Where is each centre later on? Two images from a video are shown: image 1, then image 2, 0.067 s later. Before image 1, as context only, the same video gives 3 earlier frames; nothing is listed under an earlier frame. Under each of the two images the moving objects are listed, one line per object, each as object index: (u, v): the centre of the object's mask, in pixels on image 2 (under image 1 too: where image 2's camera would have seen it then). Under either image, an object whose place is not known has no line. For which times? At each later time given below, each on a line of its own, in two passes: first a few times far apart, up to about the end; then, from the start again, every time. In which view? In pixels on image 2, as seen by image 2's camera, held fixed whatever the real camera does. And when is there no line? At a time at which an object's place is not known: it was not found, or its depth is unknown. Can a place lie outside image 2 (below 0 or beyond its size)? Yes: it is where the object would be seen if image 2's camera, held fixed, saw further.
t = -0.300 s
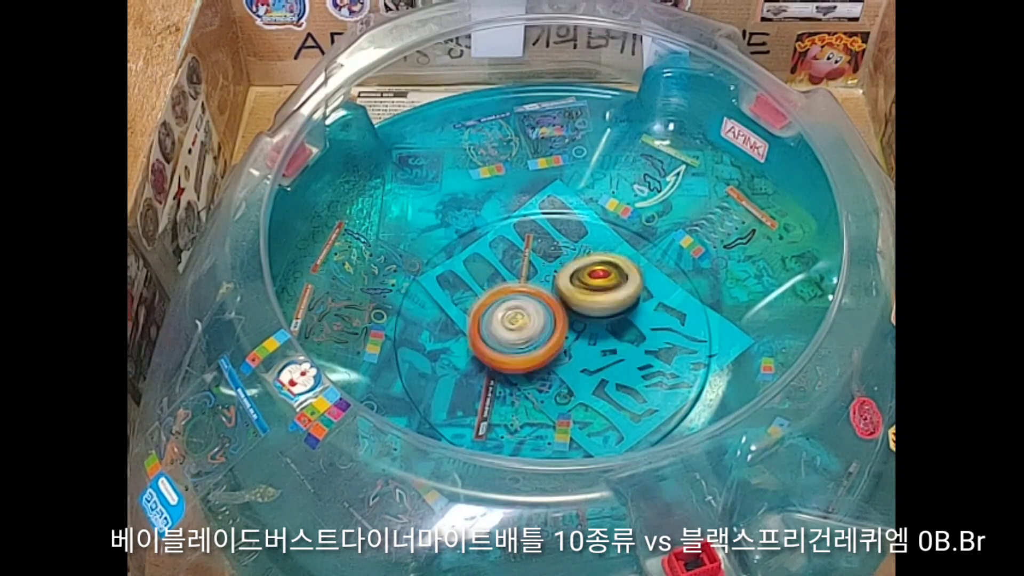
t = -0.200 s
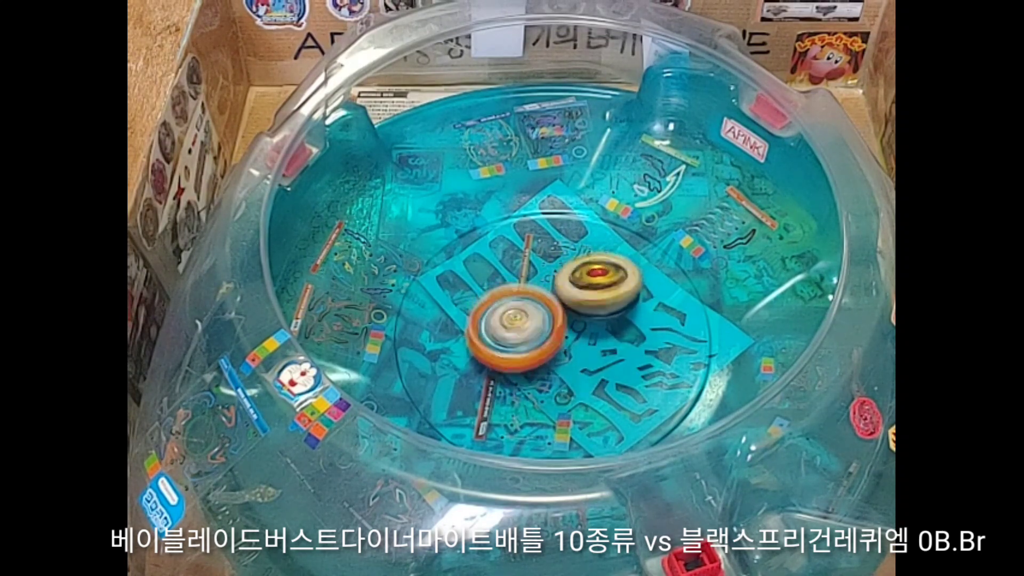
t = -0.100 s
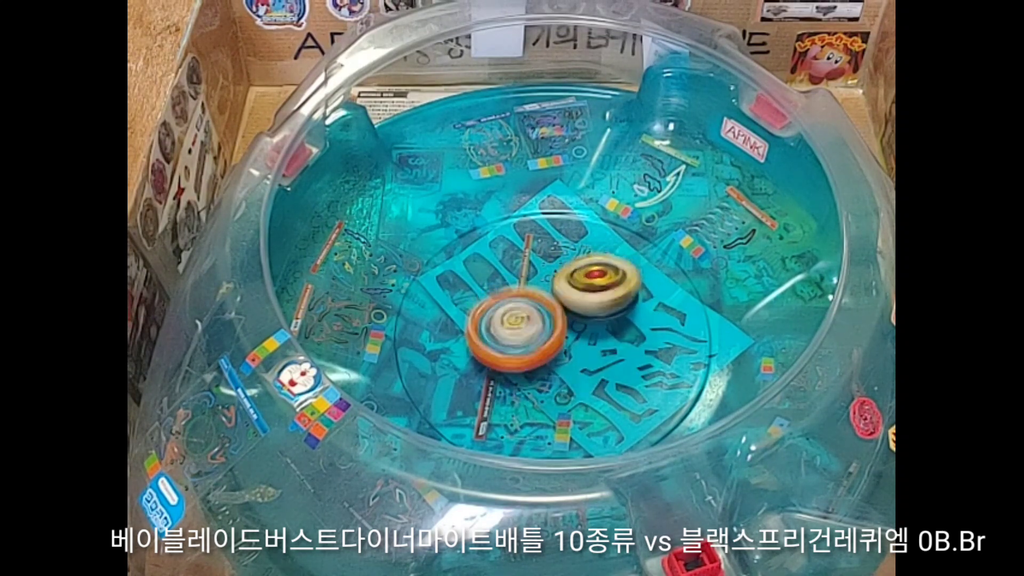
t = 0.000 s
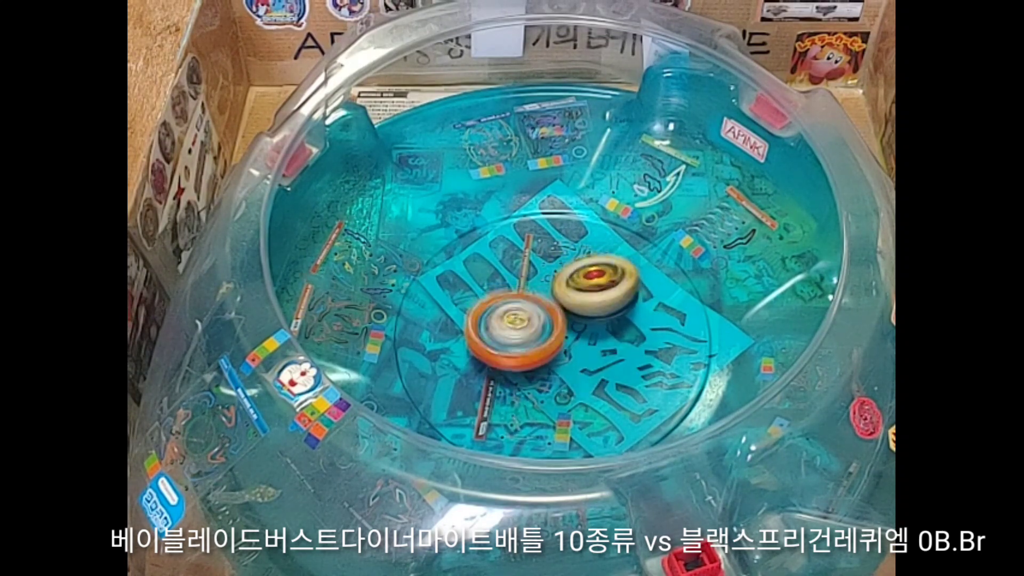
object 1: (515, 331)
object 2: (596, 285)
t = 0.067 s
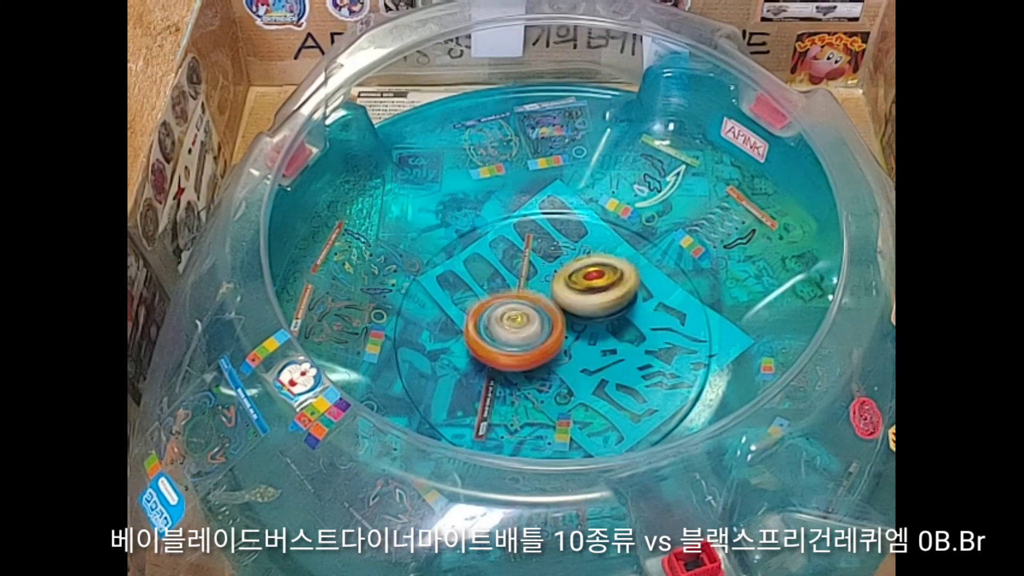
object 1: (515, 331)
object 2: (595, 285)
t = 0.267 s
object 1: (514, 332)
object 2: (594, 286)
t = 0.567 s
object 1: (511, 332)
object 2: (594, 285)
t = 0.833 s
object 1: (508, 330)
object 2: (599, 290)
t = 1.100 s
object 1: (507, 330)
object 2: (601, 306)
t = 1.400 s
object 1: (509, 332)
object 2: (604, 311)
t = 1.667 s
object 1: (510, 334)
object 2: (608, 311)
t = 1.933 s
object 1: (510, 336)
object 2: (610, 324)
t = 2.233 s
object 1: (513, 336)
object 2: (613, 327)
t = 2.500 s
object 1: (511, 334)
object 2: (617, 325)
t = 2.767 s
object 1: (514, 333)
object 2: (611, 327)
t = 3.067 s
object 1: (517, 333)
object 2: (624, 324)
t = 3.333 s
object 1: (514, 331)
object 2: (623, 338)
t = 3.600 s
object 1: (513, 331)
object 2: (615, 341)
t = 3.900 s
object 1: (513, 331)
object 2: (611, 347)
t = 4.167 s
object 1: (517, 327)
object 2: (615, 340)
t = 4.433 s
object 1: (529, 322)
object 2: (628, 339)
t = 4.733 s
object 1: (542, 317)
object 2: (637, 345)
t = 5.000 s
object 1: (536, 312)
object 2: (631, 347)
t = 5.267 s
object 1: (532, 318)
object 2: (623, 345)
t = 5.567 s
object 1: (530, 317)
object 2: (614, 357)
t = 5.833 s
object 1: (529, 312)
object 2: (620, 353)
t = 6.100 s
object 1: (519, 301)
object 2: (601, 366)
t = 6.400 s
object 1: (526, 293)
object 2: (571, 364)
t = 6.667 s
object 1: (562, 279)
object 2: (585, 370)
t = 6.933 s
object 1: (580, 293)
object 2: (575, 376)
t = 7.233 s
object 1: (565, 292)
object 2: (563, 376)
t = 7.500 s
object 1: (556, 291)
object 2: (530, 373)
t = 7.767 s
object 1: (567, 290)
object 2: (528, 363)
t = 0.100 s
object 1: (514, 331)
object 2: (595, 285)
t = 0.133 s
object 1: (515, 331)
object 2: (595, 285)
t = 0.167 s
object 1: (515, 332)
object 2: (594, 286)
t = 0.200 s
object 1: (513, 332)
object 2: (594, 285)
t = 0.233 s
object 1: (514, 331)
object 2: (594, 285)
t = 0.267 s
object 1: (514, 332)
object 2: (594, 286)
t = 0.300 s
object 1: (512, 332)
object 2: (592, 286)
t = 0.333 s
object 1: (513, 332)
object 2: (590, 287)
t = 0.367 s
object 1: (512, 332)
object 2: (593, 285)
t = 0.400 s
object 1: (512, 331)
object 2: (595, 285)
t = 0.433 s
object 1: (513, 332)
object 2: (595, 285)
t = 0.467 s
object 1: (512, 333)
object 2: (596, 285)
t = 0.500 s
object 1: (512, 333)
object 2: (593, 286)
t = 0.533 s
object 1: (511, 333)
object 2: (592, 287)
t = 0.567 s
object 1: (511, 332)
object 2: (594, 285)
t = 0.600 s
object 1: (512, 331)
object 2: (594, 285)
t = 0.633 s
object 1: (512, 333)
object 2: (593, 286)
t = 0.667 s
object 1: (511, 333)
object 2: (593, 286)
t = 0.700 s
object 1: (508, 331)
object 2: (595, 287)
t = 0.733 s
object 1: (507, 330)
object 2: (600, 287)
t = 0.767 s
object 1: (509, 330)
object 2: (603, 286)
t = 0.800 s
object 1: (509, 331)
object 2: (602, 287)
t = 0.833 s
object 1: (508, 330)
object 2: (599, 290)
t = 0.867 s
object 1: (509, 330)
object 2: (597, 293)
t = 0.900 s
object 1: (506, 330)
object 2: (600, 295)
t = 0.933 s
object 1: (506, 329)
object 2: (599, 296)
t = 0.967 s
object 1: (507, 330)
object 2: (600, 298)
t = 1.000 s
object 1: (507, 331)
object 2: (598, 301)
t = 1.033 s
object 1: (506, 330)
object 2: (597, 303)
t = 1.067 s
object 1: (506, 330)
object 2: (602, 304)
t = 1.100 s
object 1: (507, 330)
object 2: (601, 306)
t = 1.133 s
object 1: (506, 331)
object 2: (603, 305)
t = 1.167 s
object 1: (506, 330)
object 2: (604, 307)
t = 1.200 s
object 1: (509, 330)
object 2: (604, 309)
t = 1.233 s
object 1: (508, 333)
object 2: (605, 308)
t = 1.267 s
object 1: (507, 332)
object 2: (604, 310)
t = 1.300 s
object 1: (508, 331)
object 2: (603, 310)
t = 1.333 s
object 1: (508, 332)
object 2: (606, 309)
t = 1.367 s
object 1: (508, 332)
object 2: (605, 311)
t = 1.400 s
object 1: (509, 332)
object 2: (604, 311)
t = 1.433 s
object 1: (509, 332)
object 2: (605, 312)
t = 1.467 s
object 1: (509, 332)
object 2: (605, 311)
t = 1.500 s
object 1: (510, 333)
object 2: (605, 310)
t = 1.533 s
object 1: (508, 333)
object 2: (607, 310)
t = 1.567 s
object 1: (509, 333)
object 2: (608, 310)
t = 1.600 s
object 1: (511, 334)
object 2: (610, 312)
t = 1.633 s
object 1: (510, 334)
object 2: (609, 311)
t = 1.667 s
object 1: (510, 334)
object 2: (608, 311)
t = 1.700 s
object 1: (510, 334)
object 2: (609, 312)
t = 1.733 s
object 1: (508, 334)
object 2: (613, 311)
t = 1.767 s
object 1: (511, 333)
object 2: (616, 312)
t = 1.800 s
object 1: (510, 336)
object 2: (612, 315)
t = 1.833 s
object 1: (510, 335)
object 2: (613, 317)
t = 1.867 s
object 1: (512, 335)
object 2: (613, 319)
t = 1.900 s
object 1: (512, 337)
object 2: (610, 320)
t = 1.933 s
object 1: (510, 336)
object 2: (610, 324)
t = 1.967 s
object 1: (511, 335)
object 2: (609, 326)
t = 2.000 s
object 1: (512, 336)
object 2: (610, 328)
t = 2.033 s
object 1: (511, 337)
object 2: (609, 329)
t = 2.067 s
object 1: (511, 336)
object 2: (610, 329)
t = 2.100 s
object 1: (512, 336)
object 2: (610, 329)
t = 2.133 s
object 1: (512, 337)
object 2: (610, 328)
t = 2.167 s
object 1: (511, 336)
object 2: (610, 329)
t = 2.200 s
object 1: (512, 335)
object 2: (609, 328)
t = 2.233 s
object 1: (513, 336)
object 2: (613, 327)
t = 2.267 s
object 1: (513, 336)
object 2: (612, 327)
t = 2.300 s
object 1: (513, 336)
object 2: (612, 326)
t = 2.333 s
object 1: (512, 335)
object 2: (610, 327)
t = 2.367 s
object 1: (512, 334)
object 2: (609, 327)
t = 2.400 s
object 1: (511, 333)
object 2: (615, 328)
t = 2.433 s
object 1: (512, 332)
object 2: (616, 326)
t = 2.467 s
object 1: (513, 334)
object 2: (618, 325)
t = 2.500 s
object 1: (511, 334)
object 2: (617, 325)
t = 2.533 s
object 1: (512, 333)
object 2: (616, 325)
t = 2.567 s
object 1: (513, 334)
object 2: (615, 327)
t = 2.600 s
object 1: (513, 335)
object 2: (614, 328)
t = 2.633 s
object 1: (513, 334)
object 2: (615, 330)
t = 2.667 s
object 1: (514, 334)
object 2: (613, 329)
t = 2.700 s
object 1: (515, 334)
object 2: (614, 329)
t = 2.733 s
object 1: (514, 335)
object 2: (611, 328)
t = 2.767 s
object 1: (514, 333)
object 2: (611, 327)
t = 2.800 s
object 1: (514, 332)
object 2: (614, 328)
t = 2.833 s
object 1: (516, 332)
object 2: (616, 328)
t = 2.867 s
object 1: (516, 334)
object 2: (616, 329)
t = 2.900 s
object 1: (514, 334)
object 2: (615, 329)
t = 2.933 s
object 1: (515, 333)
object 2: (614, 330)
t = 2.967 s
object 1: (514, 333)
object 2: (614, 328)
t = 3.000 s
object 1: (514, 331)
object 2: (621, 328)
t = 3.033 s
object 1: (516, 331)
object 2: (623, 325)
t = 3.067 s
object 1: (517, 333)
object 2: (624, 324)
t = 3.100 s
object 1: (515, 334)
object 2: (621, 325)
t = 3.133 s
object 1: (515, 333)
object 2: (622, 327)
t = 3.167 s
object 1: (517, 332)
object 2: (620, 328)
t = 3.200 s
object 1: (518, 334)
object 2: (617, 329)
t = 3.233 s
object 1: (516, 335)
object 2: (615, 333)
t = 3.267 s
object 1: (515, 333)
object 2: (614, 334)
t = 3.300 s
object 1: (515, 331)
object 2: (616, 336)
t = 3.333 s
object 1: (514, 331)
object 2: (623, 338)
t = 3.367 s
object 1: (516, 331)
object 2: (630, 343)
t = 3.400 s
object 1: (517, 333)
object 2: (629, 343)
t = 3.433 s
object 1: (516, 333)
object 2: (630, 344)
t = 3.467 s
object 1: (515, 333)
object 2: (628, 342)
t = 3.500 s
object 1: (516, 333)
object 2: (622, 341)
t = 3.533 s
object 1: (518, 334)
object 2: (614, 342)
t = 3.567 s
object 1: (512, 333)
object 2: (616, 343)
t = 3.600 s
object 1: (513, 331)
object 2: (615, 341)
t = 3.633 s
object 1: (516, 332)
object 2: (612, 341)
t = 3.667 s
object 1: (514, 334)
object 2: (611, 342)
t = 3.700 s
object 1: (512, 332)
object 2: (610, 343)
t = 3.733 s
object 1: (514, 331)
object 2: (610, 344)
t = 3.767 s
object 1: (513, 332)
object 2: (612, 345)
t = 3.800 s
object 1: (513, 330)
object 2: (613, 346)
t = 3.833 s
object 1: (515, 330)
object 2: (610, 347)
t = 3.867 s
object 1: (514, 332)
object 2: (612, 347)
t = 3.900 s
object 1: (513, 331)
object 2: (611, 347)
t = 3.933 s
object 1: (515, 330)
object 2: (611, 348)
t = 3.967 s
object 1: (515, 331)
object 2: (614, 347)
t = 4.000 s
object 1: (513, 328)
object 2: (628, 348)
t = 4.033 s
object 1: (517, 328)
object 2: (634, 345)
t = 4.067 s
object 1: (518, 328)
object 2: (633, 340)
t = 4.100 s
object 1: (519, 328)
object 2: (626, 336)
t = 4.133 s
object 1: (520, 328)
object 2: (614, 336)
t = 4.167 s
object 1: (517, 327)
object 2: (615, 340)
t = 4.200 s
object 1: (517, 324)
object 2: (623, 340)
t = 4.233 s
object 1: (521, 324)
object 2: (625, 338)
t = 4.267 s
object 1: (522, 324)
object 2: (624, 337)
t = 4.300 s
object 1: (523, 326)
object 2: (623, 340)
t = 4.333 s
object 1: (525, 326)
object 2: (625, 340)
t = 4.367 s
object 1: (527, 325)
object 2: (624, 339)
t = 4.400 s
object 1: (528, 324)
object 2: (621, 340)
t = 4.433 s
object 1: (529, 322)
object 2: (628, 339)
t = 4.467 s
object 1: (533, 322)
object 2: (629, 339)
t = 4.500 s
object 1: (536, 323)
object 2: (629, 342)
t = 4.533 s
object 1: (536, 321)
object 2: (635, 342)
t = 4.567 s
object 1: (538, 321)
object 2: (635, 341)
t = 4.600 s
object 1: (539, 323)
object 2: (632, 343)
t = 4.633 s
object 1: (536, 322)
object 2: (640, 344)
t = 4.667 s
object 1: (534, 319)
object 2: (644, 342)
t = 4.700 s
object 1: (538, 316)
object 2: (640, 342)
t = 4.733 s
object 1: (542, 317)
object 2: (637, 345)
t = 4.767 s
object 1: (541, 320)
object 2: (637, 345)
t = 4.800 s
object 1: (537, 322)
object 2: (636, 347)
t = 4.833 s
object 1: (535, 318)
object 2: (635, 346)
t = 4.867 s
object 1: (538, 314)
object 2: (630, 344)
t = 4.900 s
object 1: (540, 314)
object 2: (627, 347)
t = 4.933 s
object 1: (540, 315)
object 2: (628, 347)
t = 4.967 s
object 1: (539, 312)
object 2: (629, 348)
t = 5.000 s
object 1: (536, 312)
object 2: (631, 347)
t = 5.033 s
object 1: (535, 312)
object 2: (628, 345)
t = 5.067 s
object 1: (536, 311)
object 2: (623, 344)
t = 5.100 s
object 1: (536, 313)
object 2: (625, 343)
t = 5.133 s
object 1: (537, 315)
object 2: (627, 342)
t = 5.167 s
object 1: (535, 316)
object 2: (624, 342)
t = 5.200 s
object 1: (533, 317)
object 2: (624, 343)
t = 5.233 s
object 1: (533, 318)
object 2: (624, 342)
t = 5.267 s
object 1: (532, 318)
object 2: (623, 345)
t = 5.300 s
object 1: (531, 318)
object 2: (623, 347)
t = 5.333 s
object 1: (531, 319)
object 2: (622, 347)
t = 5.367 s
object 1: (529, 319)
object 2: (619, 349)
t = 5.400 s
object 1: (530, 318)
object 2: (619, 351)
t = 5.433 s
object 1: (530, 319)
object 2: (617, 350)
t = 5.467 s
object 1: (530, 318)
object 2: (616, 354)
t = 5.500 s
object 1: (530, 319)
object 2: (616, 356)
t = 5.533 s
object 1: (530, 318)
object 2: (615, 354)
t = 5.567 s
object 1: (530, 317)
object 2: (614, 357)
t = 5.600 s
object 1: (530, 316)
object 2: (615, 359)
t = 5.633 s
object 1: (532, 316)
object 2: (613, 357)
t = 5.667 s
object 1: (532, 315)
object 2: (613, 356)
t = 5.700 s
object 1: (533, 315)
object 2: (613, 354)
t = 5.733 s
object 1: (533, 314)
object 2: (620, 353)
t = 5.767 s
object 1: (530, 314)
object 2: (623, 354)
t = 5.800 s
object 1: (529, 314)
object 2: (622, 356)
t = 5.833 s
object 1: (529, 312)
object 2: (620, 353)
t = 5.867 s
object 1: (528, 313)
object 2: (615, 352)
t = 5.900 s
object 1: (529, 312)
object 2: (609, 355)
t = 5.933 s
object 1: (528, 311)
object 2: (605, 355)
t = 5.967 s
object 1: (526, 309)
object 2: (604, 361)
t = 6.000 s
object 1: (521, 306)
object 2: (603, 365)
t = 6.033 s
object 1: (521, 304)
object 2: (604, 366)
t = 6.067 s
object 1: (520, 301)
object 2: (603, 368)
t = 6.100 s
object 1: (519, 301)
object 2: (601, 366)
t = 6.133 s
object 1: (519, 300)
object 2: (596, 364)
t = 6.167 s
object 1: (519, 301)
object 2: (590, 364)
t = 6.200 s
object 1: (519, 301)
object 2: (583, 361)
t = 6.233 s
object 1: (516, 301)
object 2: (576, 359)
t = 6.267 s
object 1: (516, 300)
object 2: (572, 360)
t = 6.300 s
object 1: (515, 297)
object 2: (574, 366)
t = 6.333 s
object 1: (519, 295)
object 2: (579, 369)
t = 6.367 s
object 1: (523, 295)
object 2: (576, 367)
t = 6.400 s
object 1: (526, 293)
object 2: (571, 364)
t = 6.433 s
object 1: (529, 290)
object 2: (568, 362)
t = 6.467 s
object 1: (534, 286)
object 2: (571, 359)
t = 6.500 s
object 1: (540, 288)
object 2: (573, 355)
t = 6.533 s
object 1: (543, 285)
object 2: (575, 359)
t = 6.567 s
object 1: (549, 283)
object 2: (577, 366)
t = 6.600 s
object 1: (555, 283)
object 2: (582, 368)
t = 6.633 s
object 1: (558, 281)
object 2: (585, 370)
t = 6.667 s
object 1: (562, 279)
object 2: (585, 370)
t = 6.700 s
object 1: (566, 278)
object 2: (585, 367)
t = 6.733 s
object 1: (568, 280)
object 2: (582, 366)
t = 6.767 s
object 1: (570, 284)
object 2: (578, 369)
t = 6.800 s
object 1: (572, 286)
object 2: (576, 370)
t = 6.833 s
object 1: (576, 287)
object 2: (575, 372)
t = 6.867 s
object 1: (580, 290)
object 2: (574, 370)
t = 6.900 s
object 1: (579, 293)
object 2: (573, 369)
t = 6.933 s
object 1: (580, 293)
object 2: (575, 376)
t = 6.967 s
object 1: (583, 297)
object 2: (579, 378)
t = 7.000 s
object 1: (585, 298)
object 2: (581, 374)
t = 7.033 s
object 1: (584, 296)
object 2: (581, 375)
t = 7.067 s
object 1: (586, 294)
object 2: (584, 379)
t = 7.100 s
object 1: (587, 295)
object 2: (584, 380)
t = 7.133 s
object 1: (582, 297)
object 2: (583, 378)
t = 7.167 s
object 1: (576, 297)
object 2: (579, 374)
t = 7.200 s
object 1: (571, 297)
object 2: (569, 375)
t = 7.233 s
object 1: (565, 292)
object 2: (563, 376)
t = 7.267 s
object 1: (564, 288)
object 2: (557, 378)
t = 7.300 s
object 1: (565, 287)
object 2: (552, 381)
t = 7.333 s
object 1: (567, 290)
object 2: (551, 378)
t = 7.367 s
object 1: (566, 292)
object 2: (551, 371)
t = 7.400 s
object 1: (563, 291)
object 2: (548, 365)
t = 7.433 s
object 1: (560, 291)
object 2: (540, 365)
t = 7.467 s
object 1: (558, 291)
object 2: (533, 370)
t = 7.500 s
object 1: (556, 291)
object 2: (530, 373)
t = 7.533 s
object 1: (556, 291)
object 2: (530, 370)
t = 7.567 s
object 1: (556, 291)
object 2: (525, 363)
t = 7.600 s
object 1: (557, 291)
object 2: (519, 364)
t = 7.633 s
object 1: (560, 290)
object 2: (518, 366)
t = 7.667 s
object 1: (562, 289)
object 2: (520, 367)
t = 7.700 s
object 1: (564, 289)
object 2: (523, 368)
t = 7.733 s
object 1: (566, 289)
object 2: (527, 366)
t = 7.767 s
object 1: (567, 290)
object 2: (528, 363)
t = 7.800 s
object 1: (567, 293)
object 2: (526, 362)
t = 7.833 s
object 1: (569, 292)
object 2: (527, 363)
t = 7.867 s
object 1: (569, 290)
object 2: (527, 360)
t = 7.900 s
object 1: (568, 289)
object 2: (529, 360)
